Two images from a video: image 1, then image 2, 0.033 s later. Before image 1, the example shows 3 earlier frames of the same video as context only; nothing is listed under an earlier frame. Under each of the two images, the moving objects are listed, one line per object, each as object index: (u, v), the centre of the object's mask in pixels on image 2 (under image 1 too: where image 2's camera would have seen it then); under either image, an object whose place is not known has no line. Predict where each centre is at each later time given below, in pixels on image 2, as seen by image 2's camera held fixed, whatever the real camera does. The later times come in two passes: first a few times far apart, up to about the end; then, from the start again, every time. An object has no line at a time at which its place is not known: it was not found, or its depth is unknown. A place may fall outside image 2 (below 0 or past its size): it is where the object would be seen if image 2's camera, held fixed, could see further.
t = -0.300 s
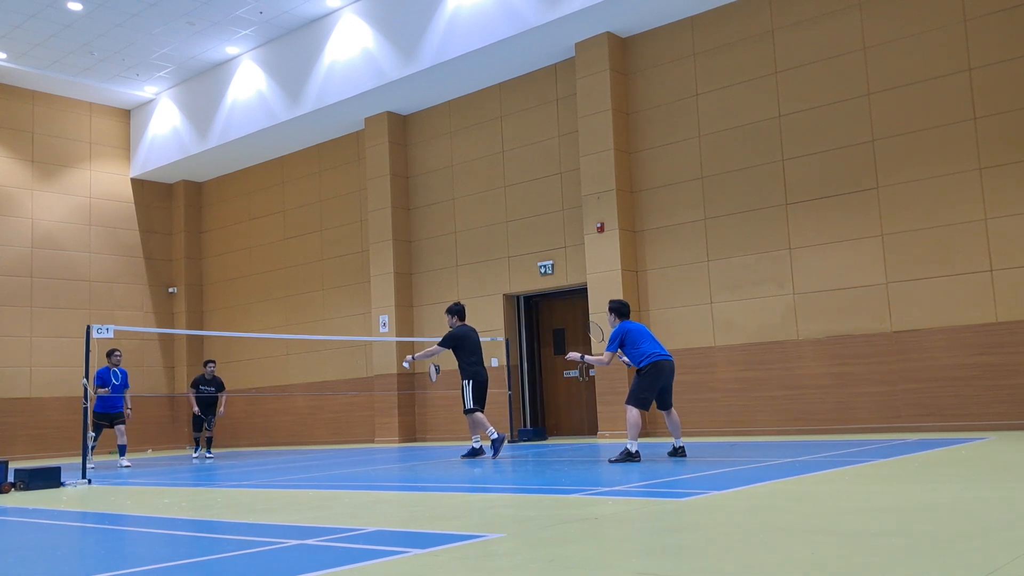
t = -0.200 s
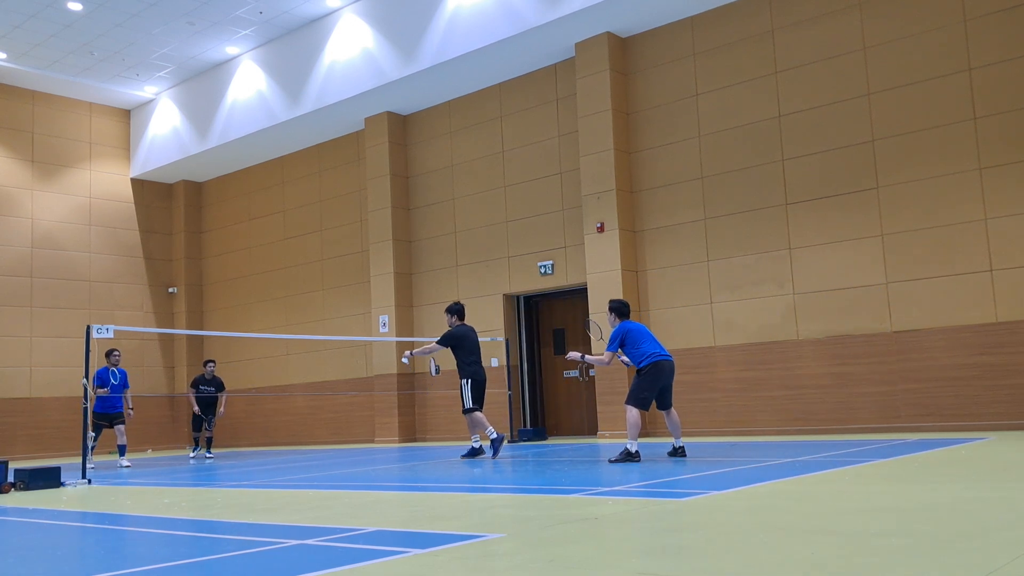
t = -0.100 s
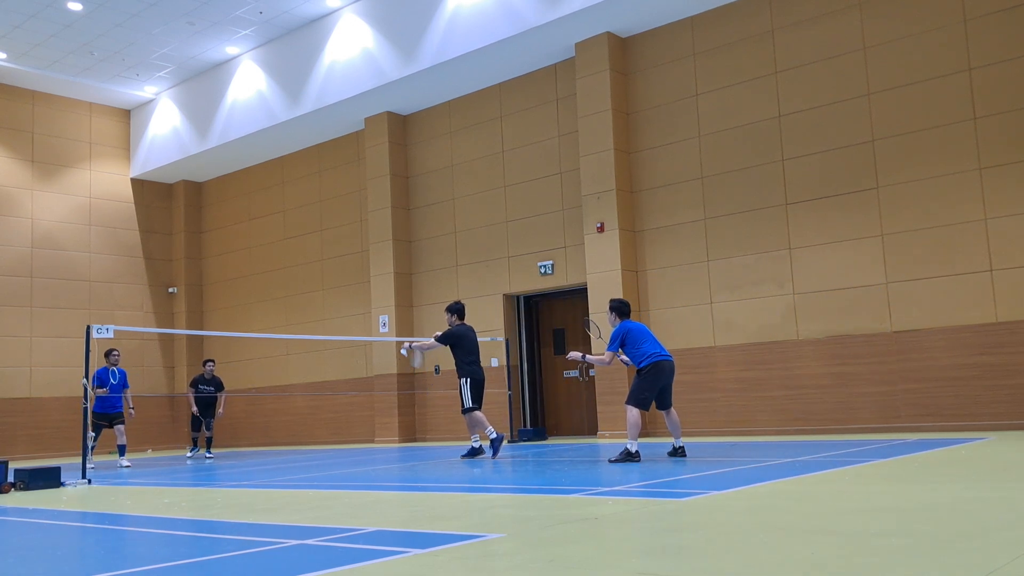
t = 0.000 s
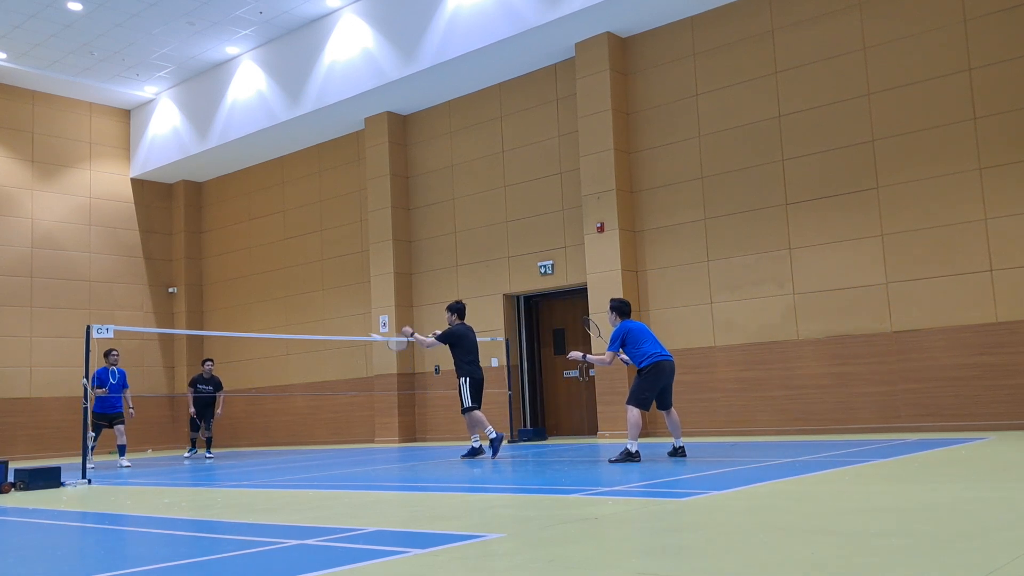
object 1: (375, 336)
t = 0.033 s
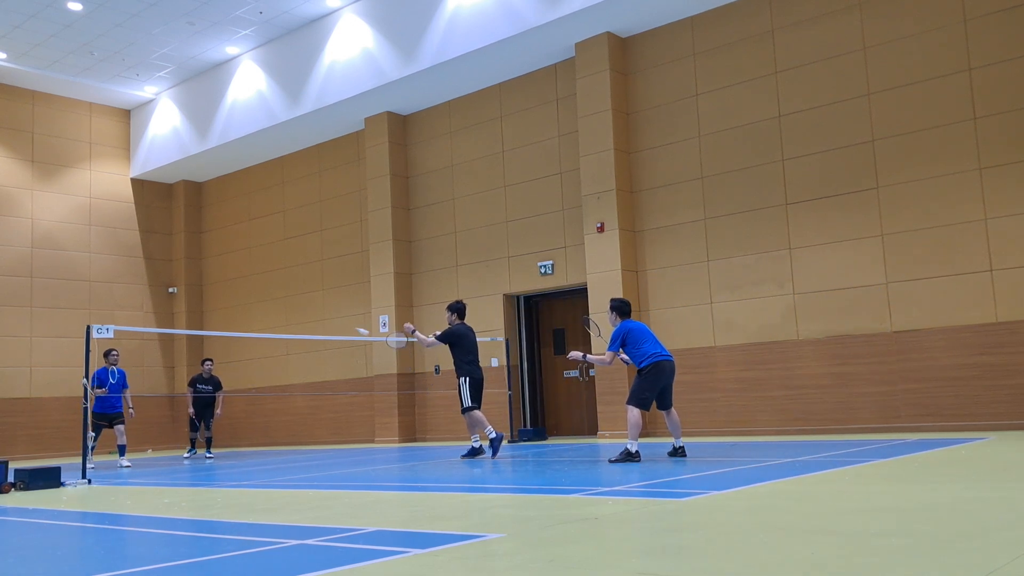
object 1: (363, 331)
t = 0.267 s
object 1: (288, 320)
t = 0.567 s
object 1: (226, 364)
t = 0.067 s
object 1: (350, 327)
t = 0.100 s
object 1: (338, 323)
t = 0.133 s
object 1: (326, 321)
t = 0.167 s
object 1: (316, 319)
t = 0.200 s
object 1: (306, 319)
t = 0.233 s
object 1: (297, 319)
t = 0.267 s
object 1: (288, 320)
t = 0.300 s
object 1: (280, 322)
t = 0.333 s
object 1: (272, 325)
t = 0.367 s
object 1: (264, 328)
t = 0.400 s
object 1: (258, 331)
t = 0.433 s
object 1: (250, 339)
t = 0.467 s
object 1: (244, 343)
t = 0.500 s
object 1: (237, 349)
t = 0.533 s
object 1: (232, 356)
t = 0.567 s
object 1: (226, 364)
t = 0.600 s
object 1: (220, 372)
